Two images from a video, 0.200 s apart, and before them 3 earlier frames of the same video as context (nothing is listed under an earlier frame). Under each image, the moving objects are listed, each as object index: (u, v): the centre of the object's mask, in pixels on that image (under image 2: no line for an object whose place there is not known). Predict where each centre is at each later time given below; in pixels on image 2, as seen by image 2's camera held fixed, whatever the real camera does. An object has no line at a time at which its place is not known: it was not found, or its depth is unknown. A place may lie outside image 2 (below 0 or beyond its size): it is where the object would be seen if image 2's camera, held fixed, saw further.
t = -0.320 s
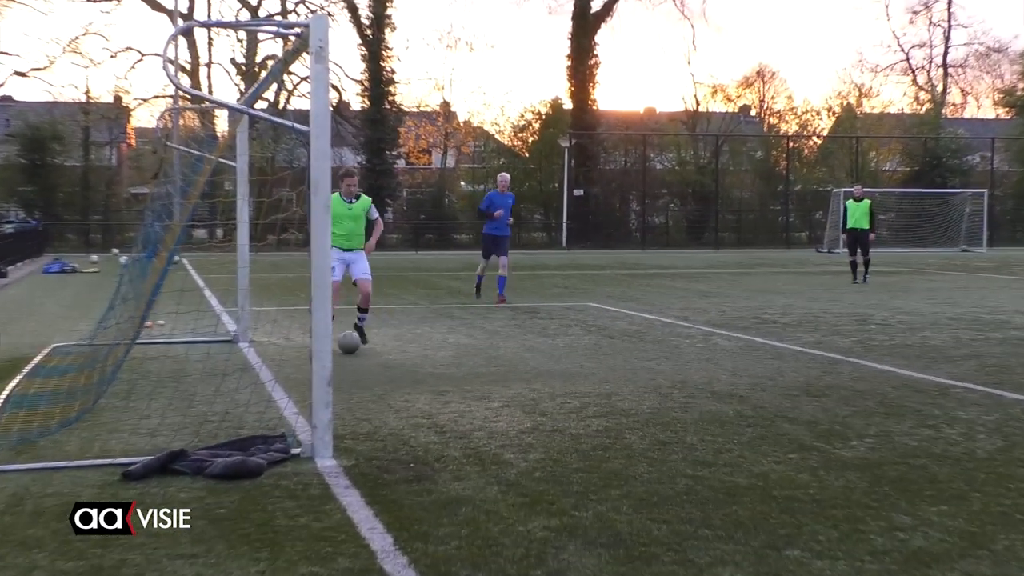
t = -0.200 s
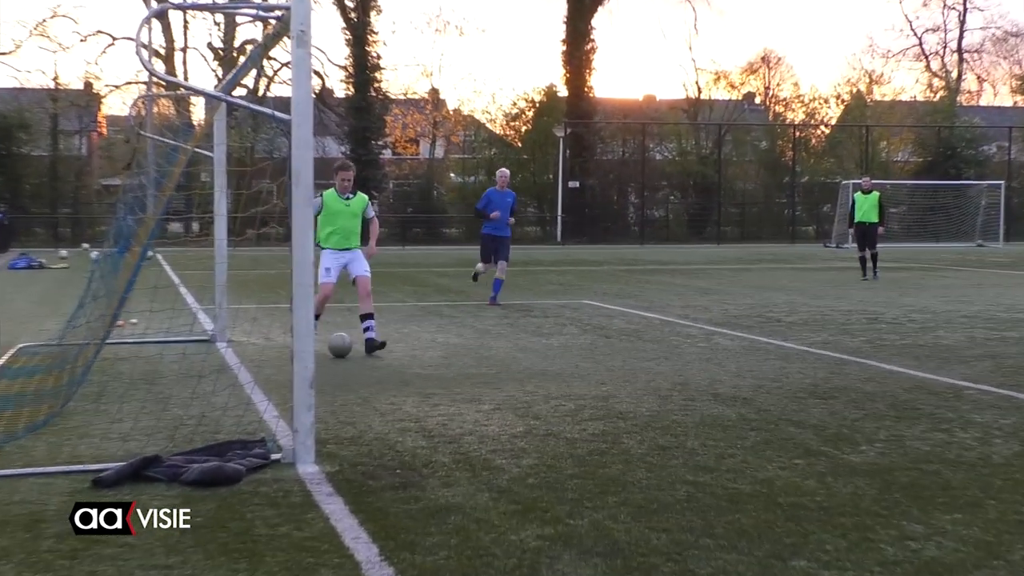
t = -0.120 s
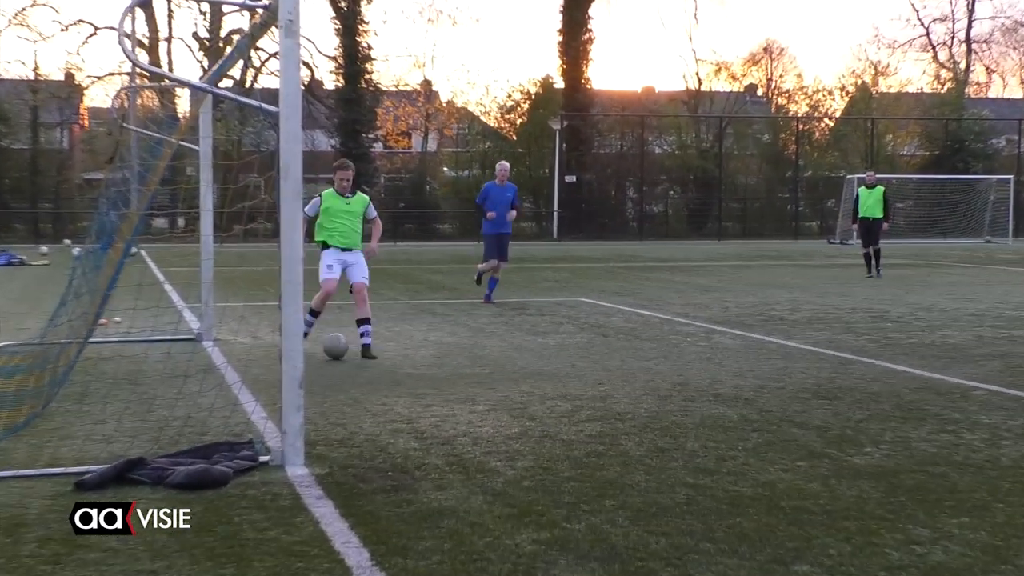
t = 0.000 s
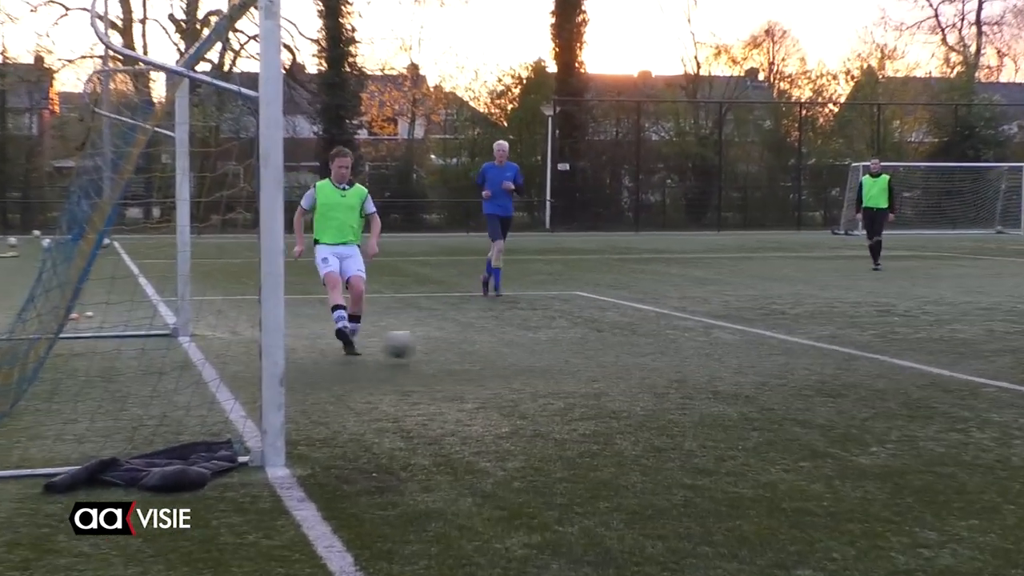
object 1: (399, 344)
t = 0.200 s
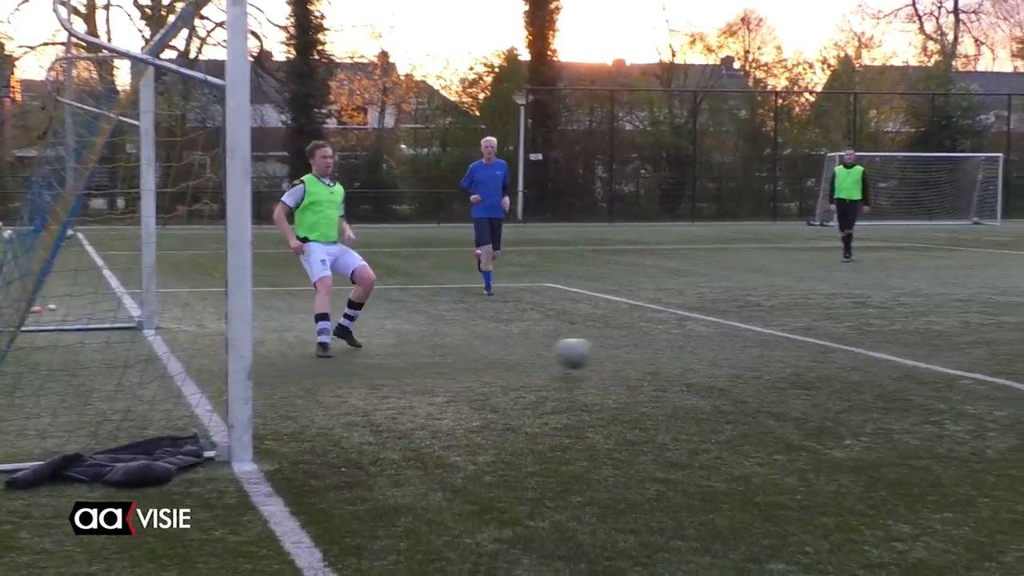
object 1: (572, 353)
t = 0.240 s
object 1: (613, 355)
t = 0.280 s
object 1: (652, 360)
